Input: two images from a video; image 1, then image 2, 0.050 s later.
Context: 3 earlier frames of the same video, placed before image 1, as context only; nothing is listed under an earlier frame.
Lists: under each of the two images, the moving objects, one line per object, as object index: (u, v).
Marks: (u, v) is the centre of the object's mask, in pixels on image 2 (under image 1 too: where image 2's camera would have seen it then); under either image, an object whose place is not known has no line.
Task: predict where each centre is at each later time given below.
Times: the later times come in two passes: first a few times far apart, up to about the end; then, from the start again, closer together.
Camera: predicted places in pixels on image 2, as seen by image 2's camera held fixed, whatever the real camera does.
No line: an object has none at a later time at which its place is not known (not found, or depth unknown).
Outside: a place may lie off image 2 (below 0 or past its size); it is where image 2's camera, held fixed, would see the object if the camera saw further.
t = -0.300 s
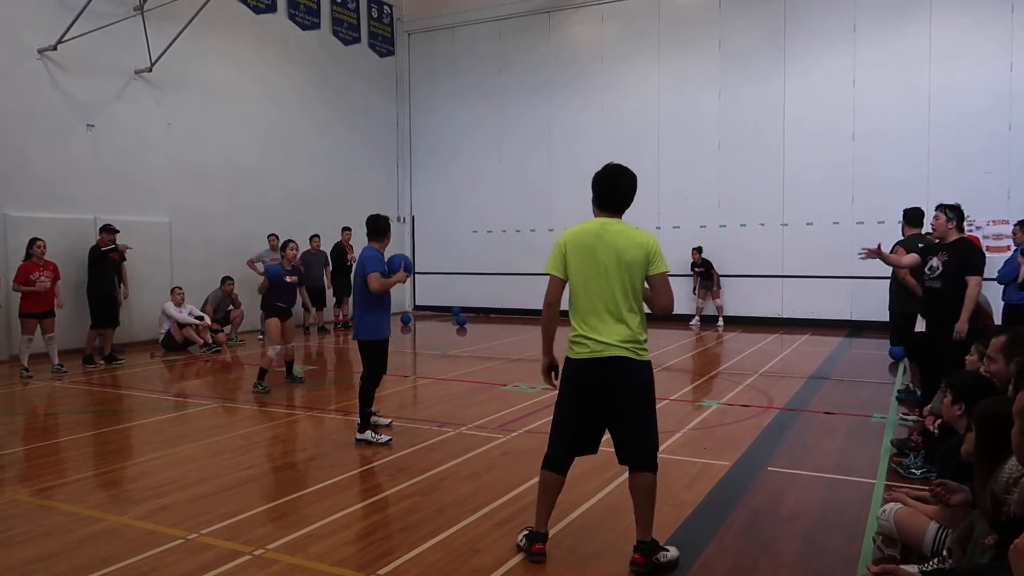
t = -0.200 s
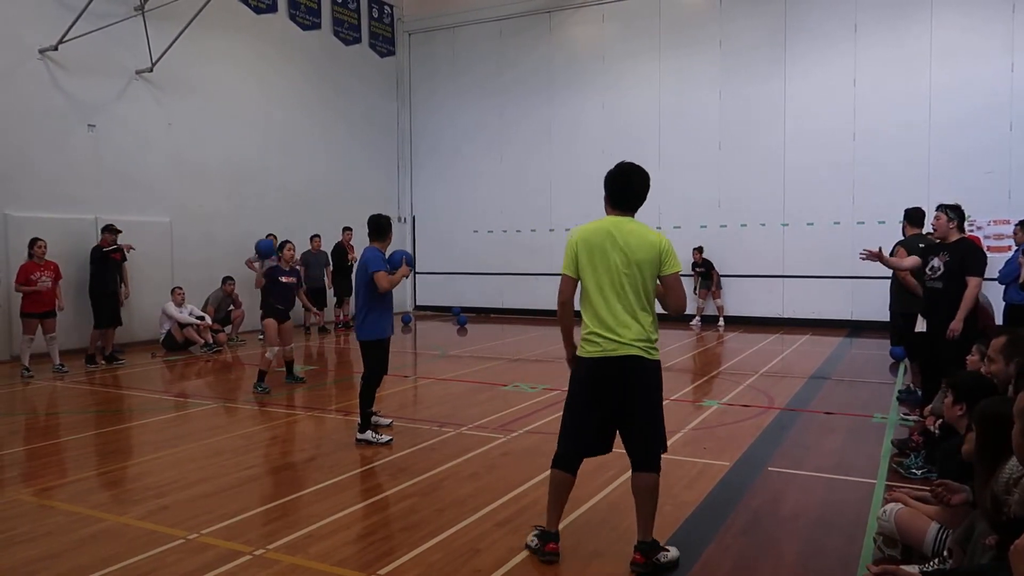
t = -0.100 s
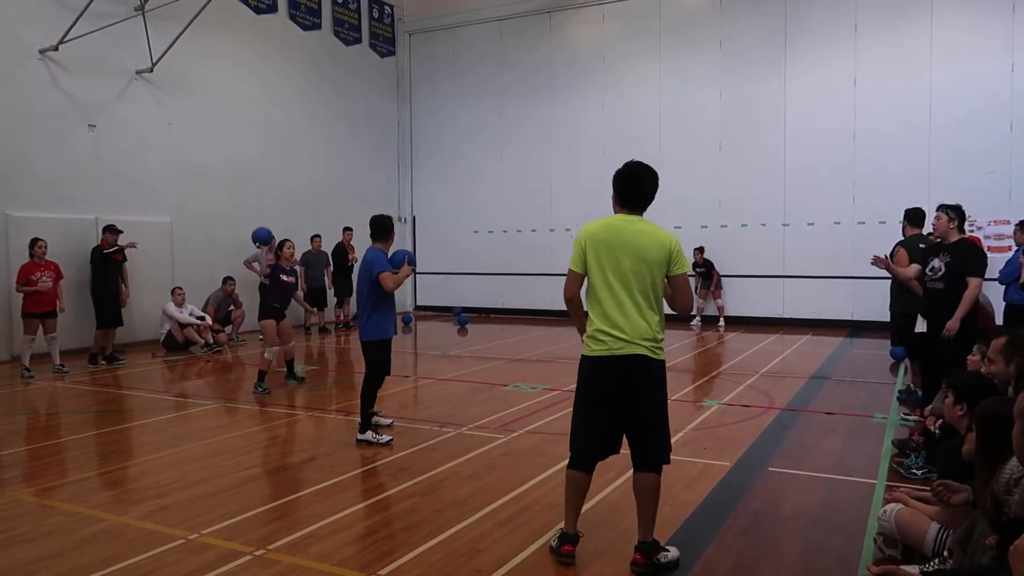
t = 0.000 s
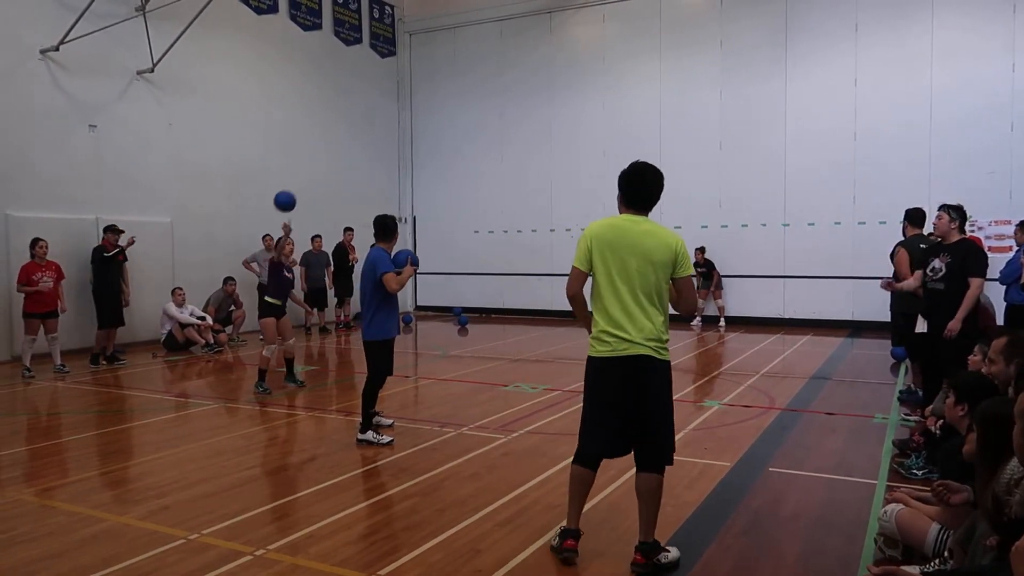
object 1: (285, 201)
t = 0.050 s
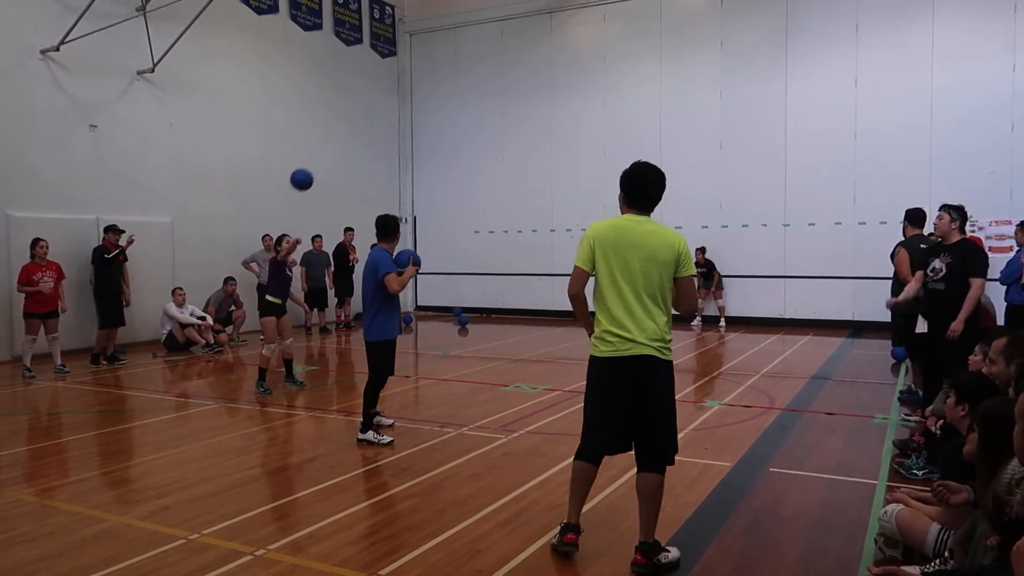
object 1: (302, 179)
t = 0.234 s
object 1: (371, 115)
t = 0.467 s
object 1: (479, 76)
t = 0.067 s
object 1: (308, 173)
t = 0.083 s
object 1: (313, 166)
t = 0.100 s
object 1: (319, 159)
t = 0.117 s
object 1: (325, 153)
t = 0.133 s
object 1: (331, 147)
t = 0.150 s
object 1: (339, 141)
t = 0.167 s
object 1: (344, 135)
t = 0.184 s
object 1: (352, 130)
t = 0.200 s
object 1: (359, 125)
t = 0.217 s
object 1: (365, 120)
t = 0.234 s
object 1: (371, 115)
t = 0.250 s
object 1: (379, 110)
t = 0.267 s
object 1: (386, 106)
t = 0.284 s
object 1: (392, 102)
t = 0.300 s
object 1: (398, 98)
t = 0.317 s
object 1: (406, 95)
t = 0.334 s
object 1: (414, 91)
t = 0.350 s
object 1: (422, 88)
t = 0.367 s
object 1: (429, 86)
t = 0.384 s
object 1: (437, 83)
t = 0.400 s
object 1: (445, 81)
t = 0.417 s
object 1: (453, 80)
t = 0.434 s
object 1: (462, 78)
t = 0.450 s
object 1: (470, 77)
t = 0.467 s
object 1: (479, 76)
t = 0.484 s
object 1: (488, 76)
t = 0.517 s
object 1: (506, 77)
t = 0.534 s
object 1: (515, 78)
